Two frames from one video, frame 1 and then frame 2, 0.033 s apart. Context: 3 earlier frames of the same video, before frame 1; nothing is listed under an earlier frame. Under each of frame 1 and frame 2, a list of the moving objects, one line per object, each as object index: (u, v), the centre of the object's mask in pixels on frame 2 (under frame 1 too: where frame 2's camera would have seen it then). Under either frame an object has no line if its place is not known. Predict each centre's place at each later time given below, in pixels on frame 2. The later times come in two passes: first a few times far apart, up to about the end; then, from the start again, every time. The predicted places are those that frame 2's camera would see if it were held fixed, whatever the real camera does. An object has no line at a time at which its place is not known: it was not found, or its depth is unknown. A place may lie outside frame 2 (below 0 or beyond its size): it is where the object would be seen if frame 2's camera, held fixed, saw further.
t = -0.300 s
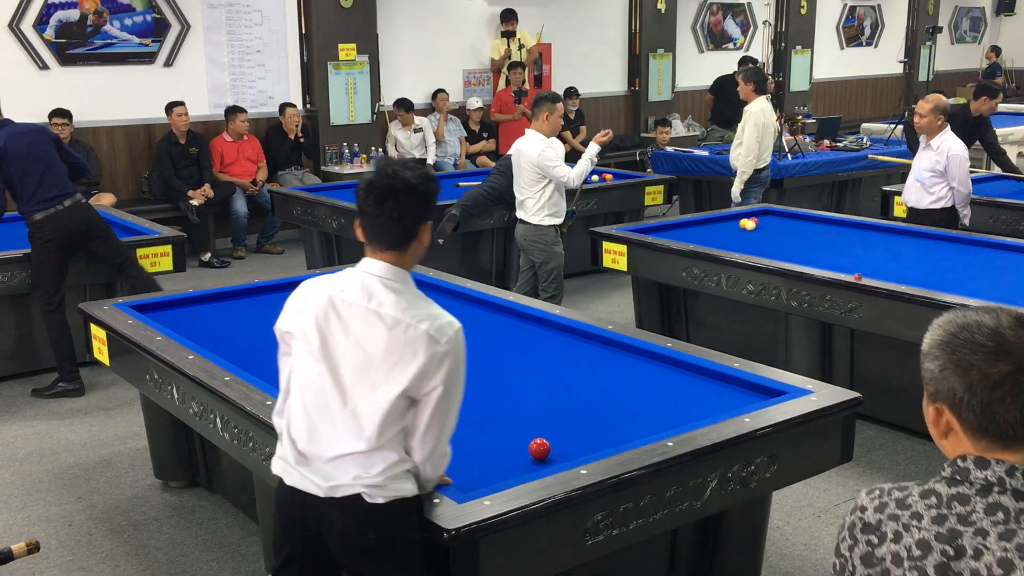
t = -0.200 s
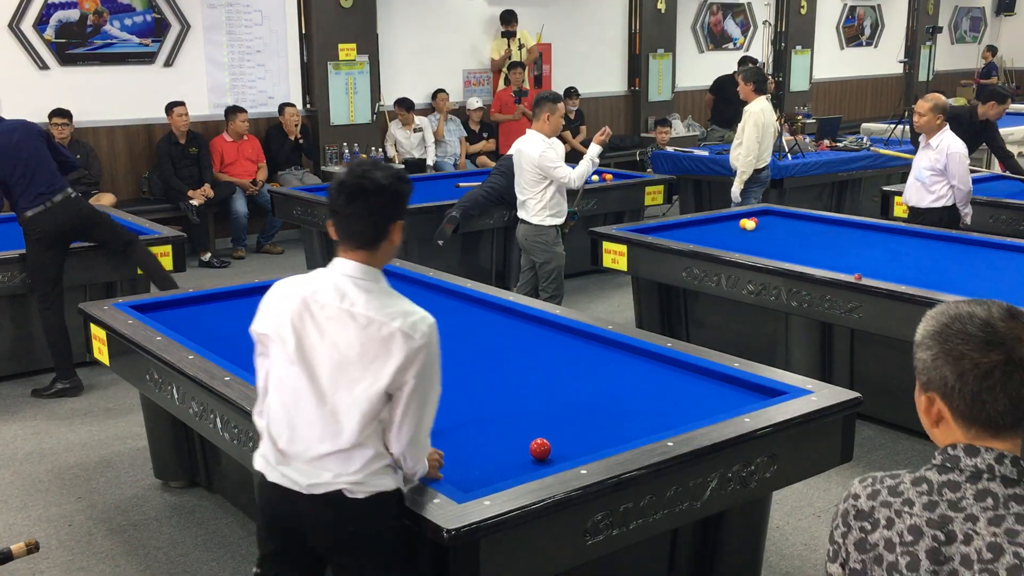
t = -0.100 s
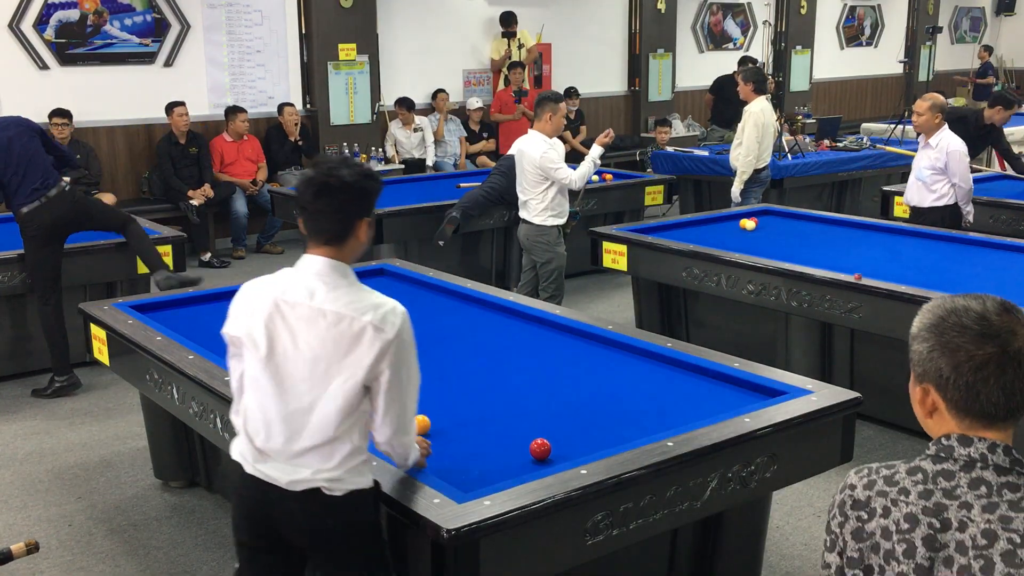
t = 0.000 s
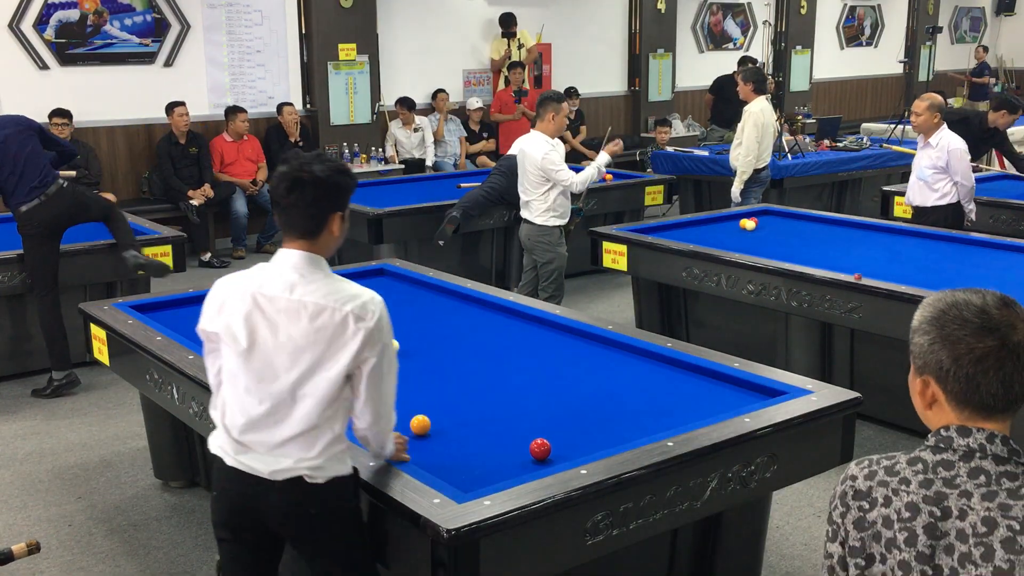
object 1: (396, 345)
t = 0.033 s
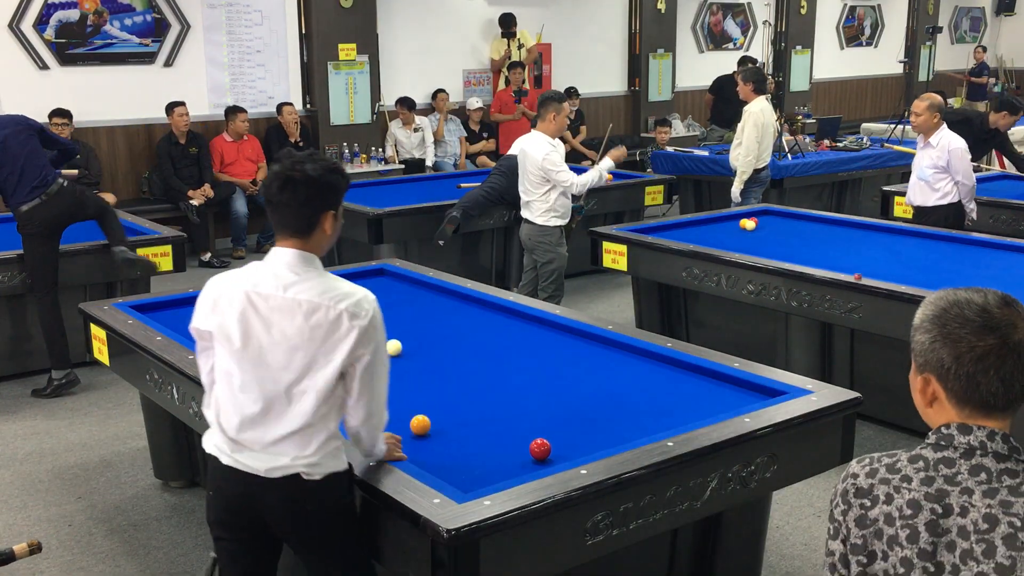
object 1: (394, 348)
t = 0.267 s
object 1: (411, 352)
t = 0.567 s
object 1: (435, 358)
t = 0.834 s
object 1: (456, 363)
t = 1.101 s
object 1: (477, 368)
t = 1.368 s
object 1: (498, 373)
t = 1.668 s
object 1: (520, 378)
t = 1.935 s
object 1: (539, 383)
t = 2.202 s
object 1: (559, 387)
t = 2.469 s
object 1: (577, 392)
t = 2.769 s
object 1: (598, 396)
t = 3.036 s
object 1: (615, 400)
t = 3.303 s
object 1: (632, 404)
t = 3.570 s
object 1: (648, 408)
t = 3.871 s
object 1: (665, 411)
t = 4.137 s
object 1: (679, 414)
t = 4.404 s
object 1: (691, 416)
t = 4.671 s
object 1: (698, 415)
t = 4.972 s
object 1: (695, 414)
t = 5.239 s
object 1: (693, 413)
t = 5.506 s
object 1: (692, 412)
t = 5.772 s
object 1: (690, 412)
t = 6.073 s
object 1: (690, 411)
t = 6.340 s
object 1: (690, 411)
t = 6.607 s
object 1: (690, 411)
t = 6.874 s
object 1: (689, 411)
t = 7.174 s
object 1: (689, 411)
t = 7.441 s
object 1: (689, 411)
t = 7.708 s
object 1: (689, 411)
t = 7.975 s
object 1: (689, 411)
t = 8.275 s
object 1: (689, 411)
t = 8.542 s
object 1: (689, 411)
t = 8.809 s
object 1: (689, 411)
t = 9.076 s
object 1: (689, 411)
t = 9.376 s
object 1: (689, 411)
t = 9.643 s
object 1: (689, 411)
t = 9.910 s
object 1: (689, 411)
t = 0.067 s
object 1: (396, 349)
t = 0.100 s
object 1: (398, 349)
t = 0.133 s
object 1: (401, 350)
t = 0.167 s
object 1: (404, 350)
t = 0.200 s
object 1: (406, 351)
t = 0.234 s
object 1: (409, 352)
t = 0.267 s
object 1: (411, 352)
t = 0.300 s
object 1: (414, 353)
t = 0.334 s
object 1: (417, 353)
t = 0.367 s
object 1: (420, 354)
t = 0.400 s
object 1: (422, 355)
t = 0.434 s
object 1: (425, 355)
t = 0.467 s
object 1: (427, 356)
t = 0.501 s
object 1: (430, 357)
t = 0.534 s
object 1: (433, 357)
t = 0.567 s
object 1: (435, 358)
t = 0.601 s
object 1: (438, 358)
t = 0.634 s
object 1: (441, 359)
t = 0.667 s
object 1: (443, 360)
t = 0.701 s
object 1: (446, 360)
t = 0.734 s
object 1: (449, 361)
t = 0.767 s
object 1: (451, 362)
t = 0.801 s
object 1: (454, 362)
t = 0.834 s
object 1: (456, 363)
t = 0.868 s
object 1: (459, 363)
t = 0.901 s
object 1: (462, 364)
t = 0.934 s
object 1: (464, 365)
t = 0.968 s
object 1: (467, 365)
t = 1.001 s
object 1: (469, 366)
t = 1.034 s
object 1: (472, 367)
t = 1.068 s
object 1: (475, 367)
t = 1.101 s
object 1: (477, 368)
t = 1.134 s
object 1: (480, 368)
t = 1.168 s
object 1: (482, 369)
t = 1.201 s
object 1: (485, 370)
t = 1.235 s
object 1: (487, 370)
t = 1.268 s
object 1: (490, 371)
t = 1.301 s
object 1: (493, 371)
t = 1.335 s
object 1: (495, 372)
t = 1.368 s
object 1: (498, 373)
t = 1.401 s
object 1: (500, 373)
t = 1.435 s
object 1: (503, 374)
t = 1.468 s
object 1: (505, 375)
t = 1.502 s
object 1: (508, 375)
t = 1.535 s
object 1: (510, 376)
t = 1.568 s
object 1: (513, 376)
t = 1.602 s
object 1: (515, 377)
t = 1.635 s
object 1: (518, 377)
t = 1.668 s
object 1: (520, 378)
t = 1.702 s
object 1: (522, 379)
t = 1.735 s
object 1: (525, 379)
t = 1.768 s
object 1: (527, 380)
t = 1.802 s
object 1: (530, 380)
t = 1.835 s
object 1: (532, 381)
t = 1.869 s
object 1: (535, 381)
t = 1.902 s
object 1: (537, 382)
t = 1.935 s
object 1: (539, 383)
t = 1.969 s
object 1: (542, 383)
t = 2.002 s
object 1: (544, 384)
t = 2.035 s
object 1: (547, 384)
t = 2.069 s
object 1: (549, 385)
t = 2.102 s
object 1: (551, 386)
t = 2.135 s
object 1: (554, 386)
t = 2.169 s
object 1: (556, 387)
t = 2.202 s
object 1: (559, 387)
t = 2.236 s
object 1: (561, 388)
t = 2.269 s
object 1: (563, 388)
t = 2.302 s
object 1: (566, 389)
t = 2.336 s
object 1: (568, 389)
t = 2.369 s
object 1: (570, 390)
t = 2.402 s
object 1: (573, 390)
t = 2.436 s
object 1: (575, 391)
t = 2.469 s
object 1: (577, 392)
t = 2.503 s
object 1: (580, 392)
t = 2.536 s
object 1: (582, 393)
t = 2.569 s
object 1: (584, 393)
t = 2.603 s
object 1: (587, 394)
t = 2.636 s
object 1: (589, 394)
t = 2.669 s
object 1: (591, 395)
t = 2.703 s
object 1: (593, 395)
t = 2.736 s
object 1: (596, 396)
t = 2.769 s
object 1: (598, 396)
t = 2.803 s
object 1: (600, 397)
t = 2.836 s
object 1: (602, 397)
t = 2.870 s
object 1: (605, 398)
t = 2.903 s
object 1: (607, 398)
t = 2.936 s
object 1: (609, 399)
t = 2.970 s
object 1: (611, 399)
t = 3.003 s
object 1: (613, 400)
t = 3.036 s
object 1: (615, 400)
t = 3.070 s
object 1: (618, 401)
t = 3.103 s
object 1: (620, 401)
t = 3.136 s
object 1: (622, 402)
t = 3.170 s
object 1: (624, 402)
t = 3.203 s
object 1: (626, 403)
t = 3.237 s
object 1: (628, 403)
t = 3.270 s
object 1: (630, 404)
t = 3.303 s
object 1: (632, 404)
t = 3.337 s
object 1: (634, 405)
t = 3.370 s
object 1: (636, 405)
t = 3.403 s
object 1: (638, 405)
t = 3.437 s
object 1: (640, 406)
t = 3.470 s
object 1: (642, 406)
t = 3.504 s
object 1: (644, 407)
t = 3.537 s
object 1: (646, 407)
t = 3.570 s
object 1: (648, 408)
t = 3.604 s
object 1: (650, 408)
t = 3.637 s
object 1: (652, 408)
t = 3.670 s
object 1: (654, 409)
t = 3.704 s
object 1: (656, 409)
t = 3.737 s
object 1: (658, 410)
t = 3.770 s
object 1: (659, 410)
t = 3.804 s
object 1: (661, 411)
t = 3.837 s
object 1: (663, 411)
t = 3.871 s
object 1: (665, 411)
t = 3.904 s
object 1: (667, 412)
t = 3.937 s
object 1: (668, 412)
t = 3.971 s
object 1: (670, 412)
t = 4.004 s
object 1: (672, 413)
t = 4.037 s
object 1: (673, 413)
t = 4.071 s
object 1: (675, 413)
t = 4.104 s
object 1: (677, 414)
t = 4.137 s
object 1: (679, 414)
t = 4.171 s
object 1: (680, 415)
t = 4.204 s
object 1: (682, 415)
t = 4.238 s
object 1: (683, 415)
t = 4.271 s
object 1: (685, 415)
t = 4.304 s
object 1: (687, 415)
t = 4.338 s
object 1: (688, 416)
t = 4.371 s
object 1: (690, 416)
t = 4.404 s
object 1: (691, 416)
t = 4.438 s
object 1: (693, 416)
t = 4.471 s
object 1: (694, 416)
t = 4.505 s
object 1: (696, 416)
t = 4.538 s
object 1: (697, 416)
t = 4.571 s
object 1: (698, 416)
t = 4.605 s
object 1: (699, 416)
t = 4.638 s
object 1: (698, 415)
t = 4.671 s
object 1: (698, 415)
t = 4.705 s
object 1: (698, 415)
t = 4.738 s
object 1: (697, 415)
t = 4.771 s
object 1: (697, 415)
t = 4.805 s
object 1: (697, 415)
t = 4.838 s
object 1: (696, 415)
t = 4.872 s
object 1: (696, 415)
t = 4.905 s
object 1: (696, 414)
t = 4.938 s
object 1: (696, 414)
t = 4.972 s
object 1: (695, 414)
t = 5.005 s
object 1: (695, 414)
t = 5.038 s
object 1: (695, 414)
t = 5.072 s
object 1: (694, 414)
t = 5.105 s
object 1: (694, 413)
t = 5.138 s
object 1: (694, 414)
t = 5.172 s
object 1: (693, 413)
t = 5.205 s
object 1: (693, 413)
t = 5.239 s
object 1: (693, 413)
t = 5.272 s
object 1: (693, 413)
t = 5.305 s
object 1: (692, 413)
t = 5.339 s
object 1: (692, 413)
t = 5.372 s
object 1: (692, 413)
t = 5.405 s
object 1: (692, 413)
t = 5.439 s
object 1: (692, 413)
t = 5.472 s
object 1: (692, 412)
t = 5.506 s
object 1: (692, 412)
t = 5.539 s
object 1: (691, 412)
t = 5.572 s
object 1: (691, 412)
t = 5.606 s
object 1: (691, 412)
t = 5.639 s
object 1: (691, 412)
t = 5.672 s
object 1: (691, 412)
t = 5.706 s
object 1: (691, 412)
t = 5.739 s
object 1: (691, 412)
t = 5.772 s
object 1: (690, 412)
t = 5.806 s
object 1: (690, 412)
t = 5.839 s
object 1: (690, 411)
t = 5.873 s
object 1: (690, 412)
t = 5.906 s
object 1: (690, 411)
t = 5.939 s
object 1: (690, 411)
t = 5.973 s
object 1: (690, 411)
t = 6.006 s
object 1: (690, 411)
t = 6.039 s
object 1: (690, 411)
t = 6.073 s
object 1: (690, 411)
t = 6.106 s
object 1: (690, 411)
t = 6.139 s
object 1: (690, 411)
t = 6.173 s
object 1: (690, 411)
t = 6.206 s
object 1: (690, 411)
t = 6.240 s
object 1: (690, 411)
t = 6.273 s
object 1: (690, 411)
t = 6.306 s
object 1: (690, 411)
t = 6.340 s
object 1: (690, 411)
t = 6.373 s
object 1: (690, 411)
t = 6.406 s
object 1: (690, 411)
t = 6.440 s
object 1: (690, 411)
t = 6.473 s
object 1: (690, 411)
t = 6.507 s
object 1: (690, 411)
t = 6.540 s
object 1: (690, 411)
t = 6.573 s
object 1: (690, 411)
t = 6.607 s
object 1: (690, 411)
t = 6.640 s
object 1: (690, 411)
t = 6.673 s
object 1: (690, 411)
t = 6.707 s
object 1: (690, 411)
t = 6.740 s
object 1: (690, 411)
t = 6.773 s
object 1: (689, 411)
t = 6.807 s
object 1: (689, 411)
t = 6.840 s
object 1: (689, 411)
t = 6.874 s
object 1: (689, 411)
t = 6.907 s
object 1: (689, 411)
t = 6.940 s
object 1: (689, 411)
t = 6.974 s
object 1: (689, 411)
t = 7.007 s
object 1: (689, 411)
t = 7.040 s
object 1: (689, 411)
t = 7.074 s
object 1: (689, 411)
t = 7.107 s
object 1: (689, 411)
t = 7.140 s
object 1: (689, 411)
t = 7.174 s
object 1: (689, 411)
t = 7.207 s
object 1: (689, 411)
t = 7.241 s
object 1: (689, 411)
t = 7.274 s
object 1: (689, 411)
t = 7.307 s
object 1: (689, 411)
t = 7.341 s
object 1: (689, 411)
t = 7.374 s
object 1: (689, 411)
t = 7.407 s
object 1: (689, 411)
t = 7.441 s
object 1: (689, 411)
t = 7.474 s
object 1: (689, 411)
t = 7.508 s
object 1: (689, 411)
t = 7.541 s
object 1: (689, 411)
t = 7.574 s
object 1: (689, 411)
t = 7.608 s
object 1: (689, 411)
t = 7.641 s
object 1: (689, 411)
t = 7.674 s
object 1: (689, 411)
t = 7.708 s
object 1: (689, 411)
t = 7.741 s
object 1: (689, 411)
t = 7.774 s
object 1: (689, 411)
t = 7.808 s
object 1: (689, 411)
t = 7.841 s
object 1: (689, 411)
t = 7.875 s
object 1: (689, 411)
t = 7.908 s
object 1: (689, 411)
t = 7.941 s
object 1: (689, 411)
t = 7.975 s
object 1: (689, 411)
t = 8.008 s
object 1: (689, 411)
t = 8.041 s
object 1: (689, 411)
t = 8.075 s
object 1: (689, 411)
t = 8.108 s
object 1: (689, 411)
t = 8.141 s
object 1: (689, 411)
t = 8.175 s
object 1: (689, 411)
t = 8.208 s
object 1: (689, 411)
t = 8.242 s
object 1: (689, 411)
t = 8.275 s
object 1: (689, 411)
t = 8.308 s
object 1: (689, 411)
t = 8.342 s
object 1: (689, 411)
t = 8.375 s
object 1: (689, 411)
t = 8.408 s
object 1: (689, 411)
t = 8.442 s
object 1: (689, 411)
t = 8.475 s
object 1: (689, 411)
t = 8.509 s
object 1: (689, 411)
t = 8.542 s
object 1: (689, 411)
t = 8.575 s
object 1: (689, 411)
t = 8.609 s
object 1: (689, 411)
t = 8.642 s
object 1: (689, 411)
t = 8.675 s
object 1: (689, 411)
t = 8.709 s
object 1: (689, 411)
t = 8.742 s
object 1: (689, 411)
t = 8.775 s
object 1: (689, 411)
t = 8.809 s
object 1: (689, 411)
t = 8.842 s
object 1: (689, 411)
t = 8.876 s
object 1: (689, 411)
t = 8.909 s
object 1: (689, 411)
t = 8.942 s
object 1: (689, 411)
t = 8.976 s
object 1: (689, 411)
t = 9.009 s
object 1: (689, 411)
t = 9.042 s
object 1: (689, 411)
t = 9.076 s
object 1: (689, 411)
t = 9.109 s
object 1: (689, 411)
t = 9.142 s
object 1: (689, 411)
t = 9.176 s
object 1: (689, 411)
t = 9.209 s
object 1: (689, 411)
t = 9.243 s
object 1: (689, 411)
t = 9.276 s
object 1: (689, 411)
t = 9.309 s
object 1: (689, 411)
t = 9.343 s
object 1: (689, 411)
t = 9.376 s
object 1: (689, 411)
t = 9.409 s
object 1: (689, 411)
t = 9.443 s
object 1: (689, 411)
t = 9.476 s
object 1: (689, 411)
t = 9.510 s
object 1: (689, 411)
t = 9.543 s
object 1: (689, 411)
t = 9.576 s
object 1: (689, 411)
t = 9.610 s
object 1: (689, 411)
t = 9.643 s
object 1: (689, 411)
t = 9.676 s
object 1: (689, 411)
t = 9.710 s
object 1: (689, 411)
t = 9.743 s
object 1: (689, 411)
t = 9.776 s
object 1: (689, 411)
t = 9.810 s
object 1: (689, 411)
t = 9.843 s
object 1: (689, 411)
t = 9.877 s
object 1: (689, 411)
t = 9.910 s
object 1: (689, 411)
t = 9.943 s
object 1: (689, 411)
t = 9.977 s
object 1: (689, 411)
